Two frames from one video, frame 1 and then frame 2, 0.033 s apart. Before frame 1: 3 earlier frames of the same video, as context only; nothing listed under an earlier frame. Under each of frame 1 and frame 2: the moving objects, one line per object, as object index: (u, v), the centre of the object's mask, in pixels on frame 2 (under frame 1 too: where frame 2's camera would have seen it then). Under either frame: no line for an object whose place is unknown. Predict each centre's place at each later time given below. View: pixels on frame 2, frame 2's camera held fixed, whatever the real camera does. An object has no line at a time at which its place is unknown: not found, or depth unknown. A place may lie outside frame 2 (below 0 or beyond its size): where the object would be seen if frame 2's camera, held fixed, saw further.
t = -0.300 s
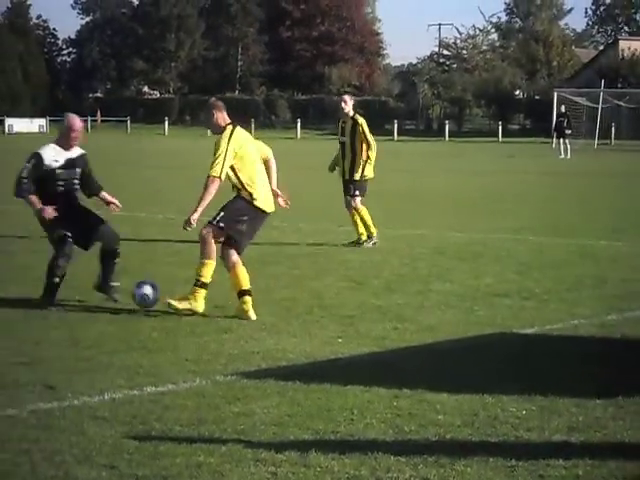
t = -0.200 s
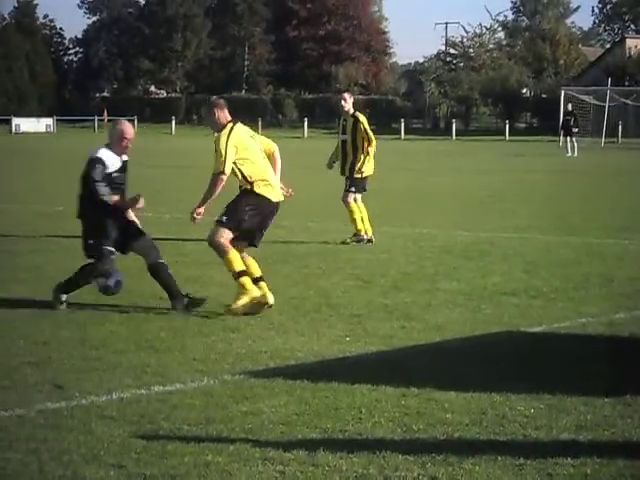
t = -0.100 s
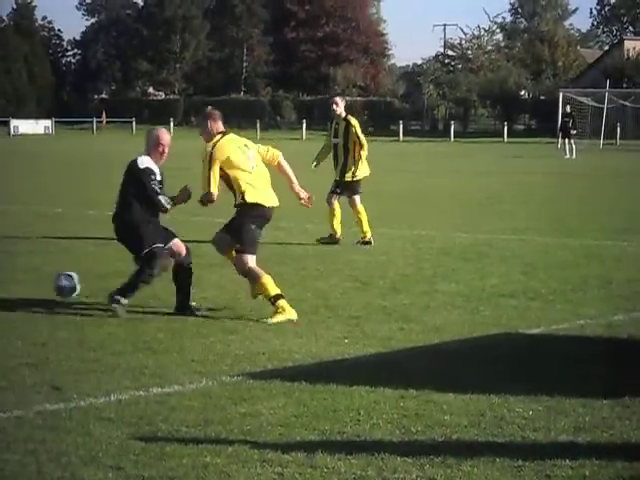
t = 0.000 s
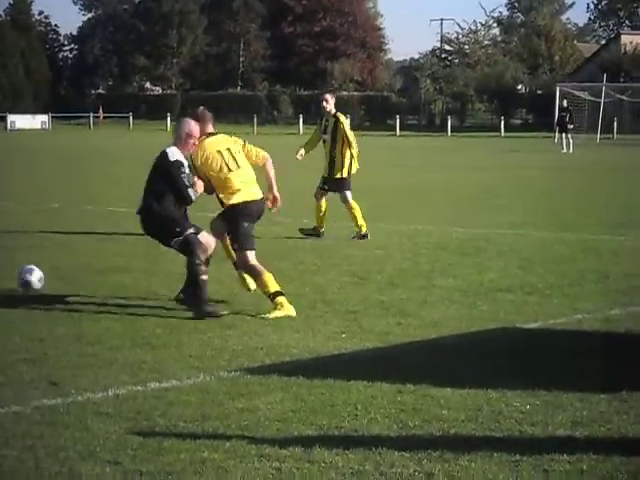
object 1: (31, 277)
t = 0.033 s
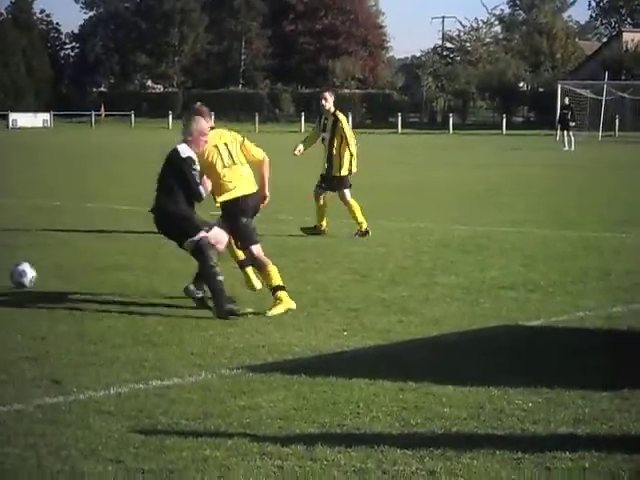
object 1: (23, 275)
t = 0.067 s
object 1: (14, 275)
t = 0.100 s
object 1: (8, 276)
